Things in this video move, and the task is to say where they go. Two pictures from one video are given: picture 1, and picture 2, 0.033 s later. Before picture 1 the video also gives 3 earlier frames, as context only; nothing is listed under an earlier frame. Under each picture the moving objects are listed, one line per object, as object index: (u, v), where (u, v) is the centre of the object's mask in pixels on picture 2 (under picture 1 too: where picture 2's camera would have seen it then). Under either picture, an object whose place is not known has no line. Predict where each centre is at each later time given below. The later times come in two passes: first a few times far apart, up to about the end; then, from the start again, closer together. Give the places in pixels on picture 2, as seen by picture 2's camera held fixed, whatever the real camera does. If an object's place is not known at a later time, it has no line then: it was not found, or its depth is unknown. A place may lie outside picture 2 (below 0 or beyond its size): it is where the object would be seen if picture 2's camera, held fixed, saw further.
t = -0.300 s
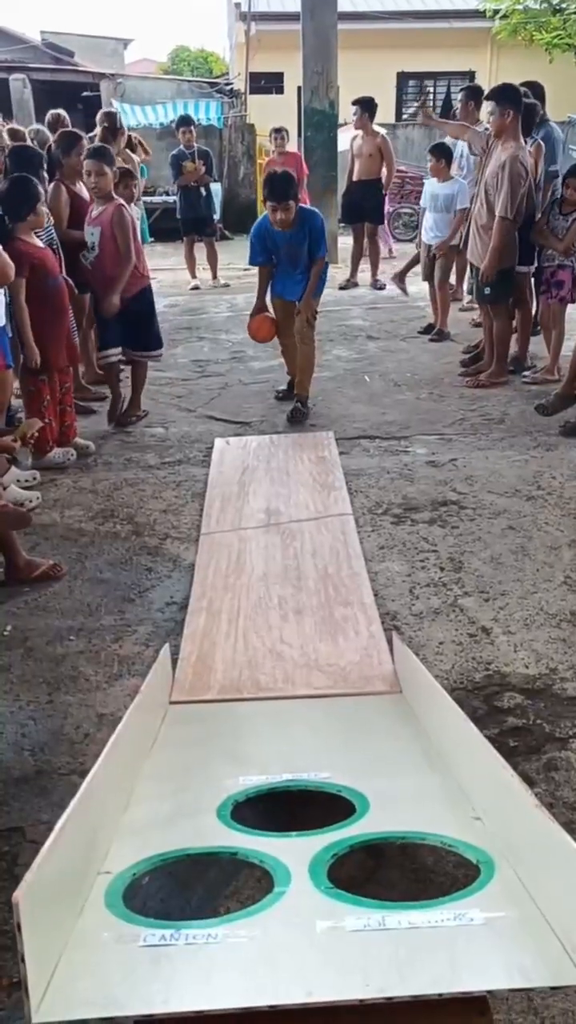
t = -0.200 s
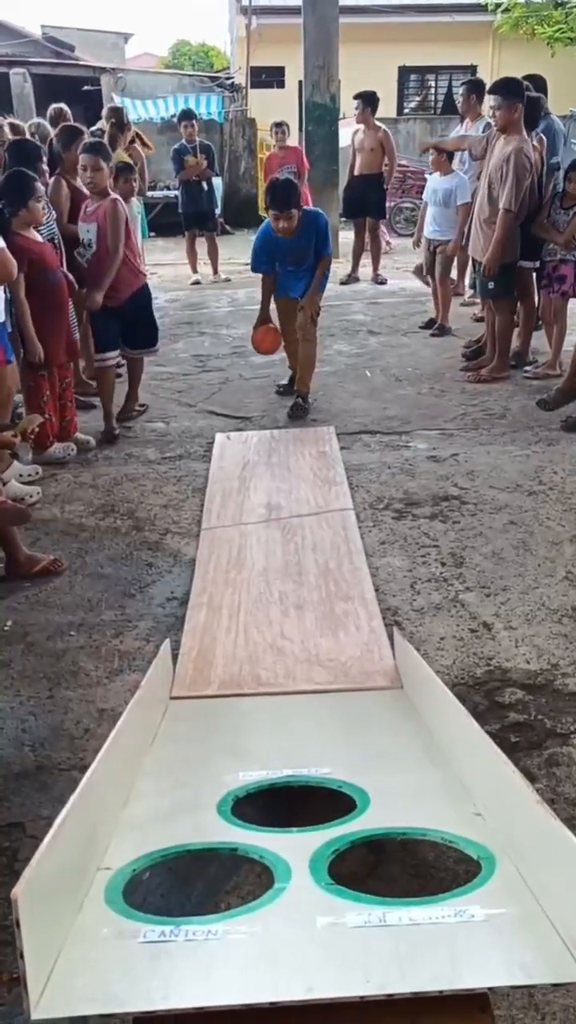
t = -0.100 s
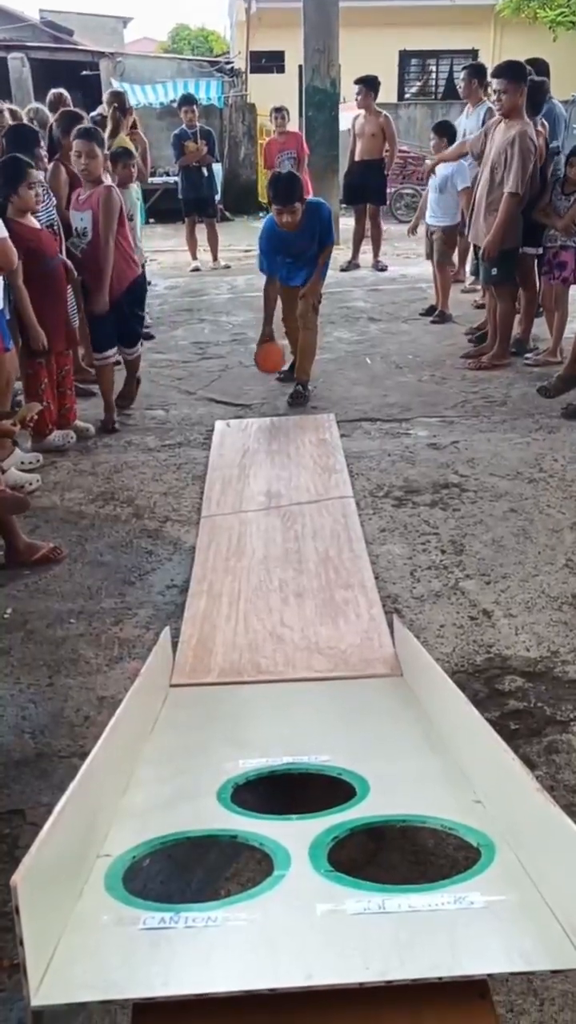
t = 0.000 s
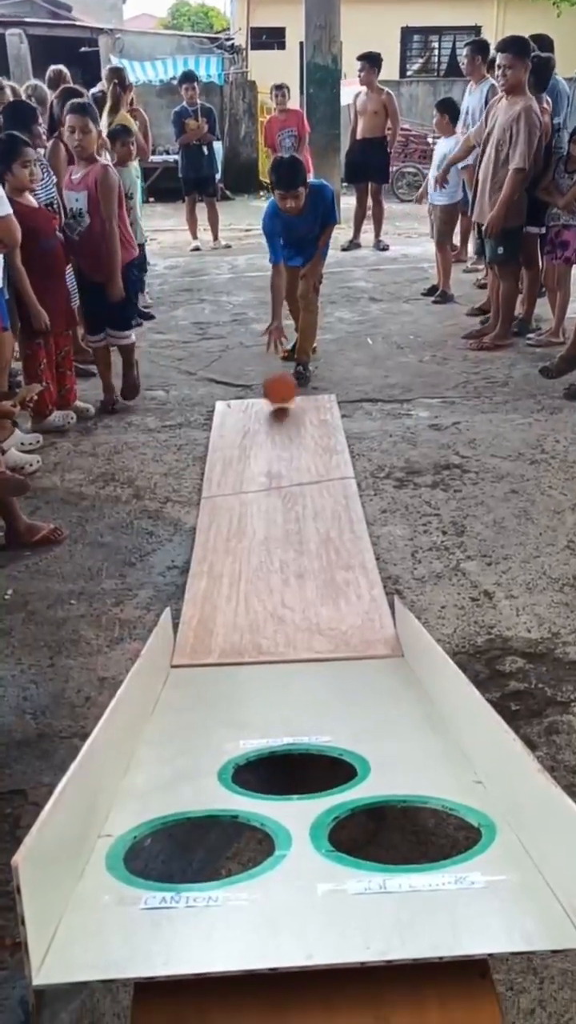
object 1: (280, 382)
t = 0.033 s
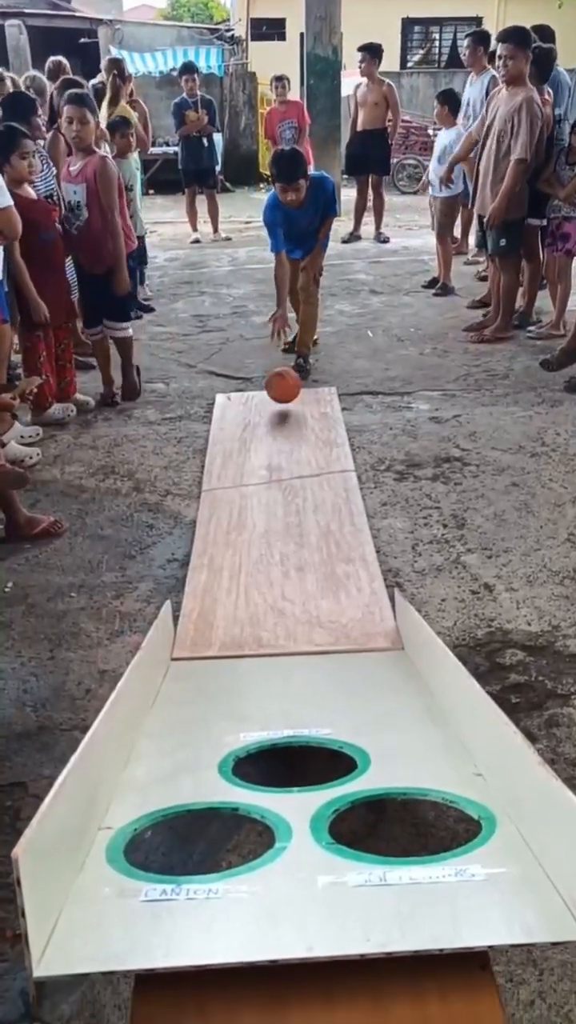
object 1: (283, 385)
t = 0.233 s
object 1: (298, 424)
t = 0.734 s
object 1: (333, 608)
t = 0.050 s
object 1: (284, 385)
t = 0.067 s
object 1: (285, 385)
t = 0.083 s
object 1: (286, 385)
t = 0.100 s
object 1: (287, 387)
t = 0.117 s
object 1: (289, 389)
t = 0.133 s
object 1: (290, 392)
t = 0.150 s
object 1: (292, 396)
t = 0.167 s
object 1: (293, 401)
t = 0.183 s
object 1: (294, 406)
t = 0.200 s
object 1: (295, 412)
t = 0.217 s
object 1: (297, 417)
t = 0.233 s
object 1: (298, 424)
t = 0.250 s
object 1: (300, 432)
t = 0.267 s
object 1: (302, 440)
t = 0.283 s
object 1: (303, 451)
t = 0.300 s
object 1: (305, 456)
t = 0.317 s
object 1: (306, 458)
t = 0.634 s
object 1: (327, 567)
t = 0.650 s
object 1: (328, 574)
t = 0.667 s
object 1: (329, 581)
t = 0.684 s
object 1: (331, 587)
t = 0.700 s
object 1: (331, 594)
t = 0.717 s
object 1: (332, 601)
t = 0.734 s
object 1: (333, 608)
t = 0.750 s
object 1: (334, 614)
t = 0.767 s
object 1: (335, 621)
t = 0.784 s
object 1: (336, 627)
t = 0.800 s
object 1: (336, 629)
